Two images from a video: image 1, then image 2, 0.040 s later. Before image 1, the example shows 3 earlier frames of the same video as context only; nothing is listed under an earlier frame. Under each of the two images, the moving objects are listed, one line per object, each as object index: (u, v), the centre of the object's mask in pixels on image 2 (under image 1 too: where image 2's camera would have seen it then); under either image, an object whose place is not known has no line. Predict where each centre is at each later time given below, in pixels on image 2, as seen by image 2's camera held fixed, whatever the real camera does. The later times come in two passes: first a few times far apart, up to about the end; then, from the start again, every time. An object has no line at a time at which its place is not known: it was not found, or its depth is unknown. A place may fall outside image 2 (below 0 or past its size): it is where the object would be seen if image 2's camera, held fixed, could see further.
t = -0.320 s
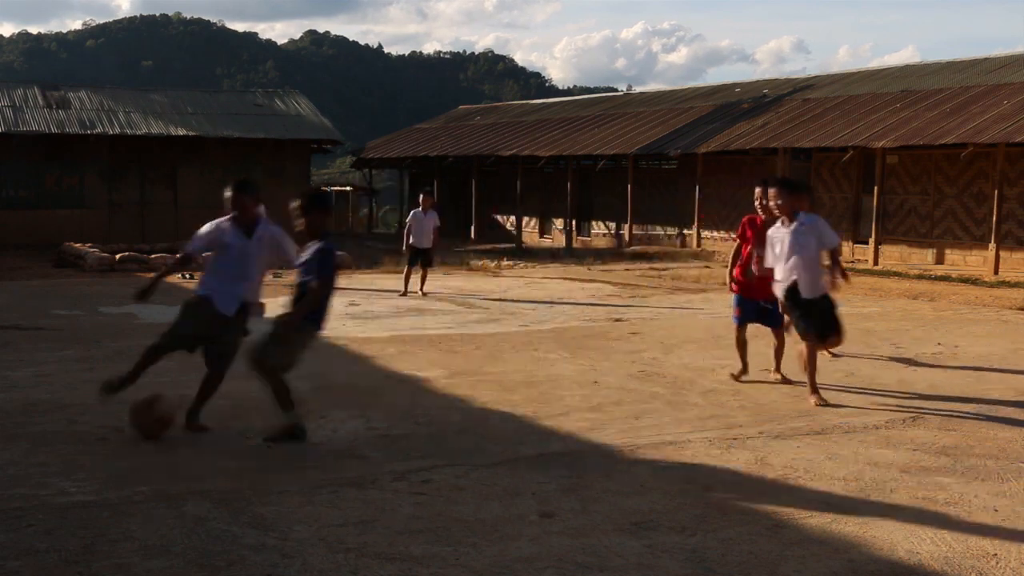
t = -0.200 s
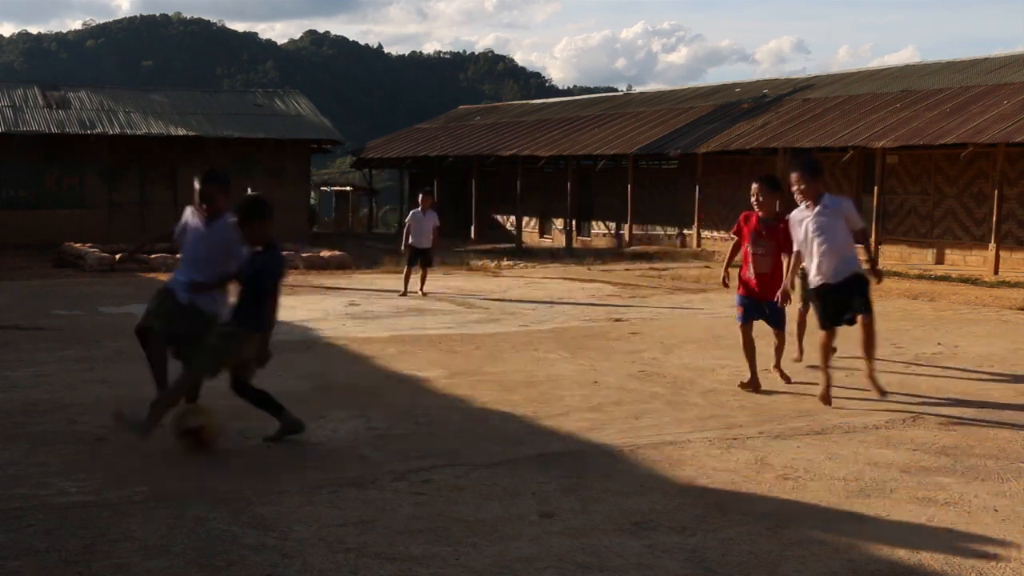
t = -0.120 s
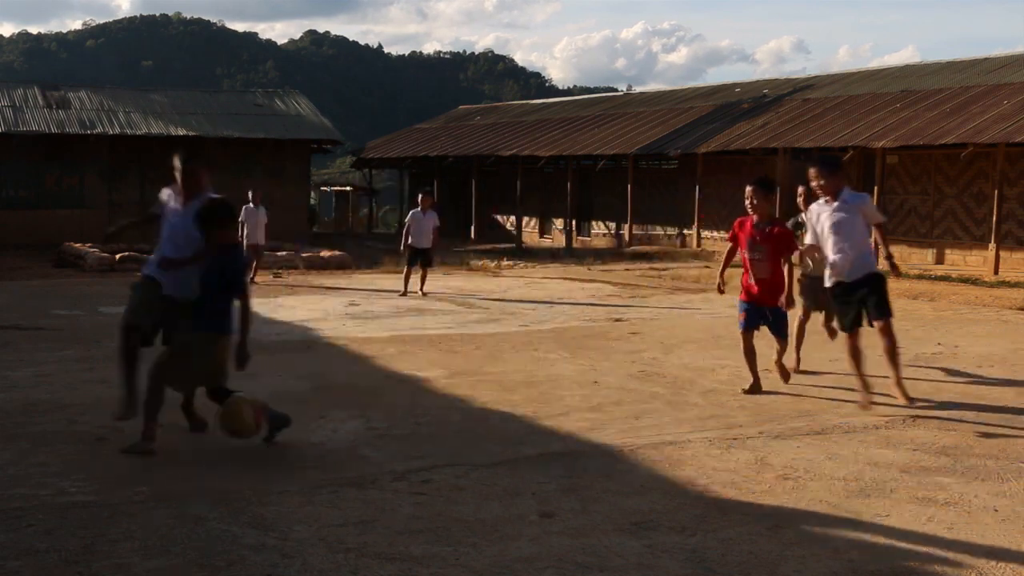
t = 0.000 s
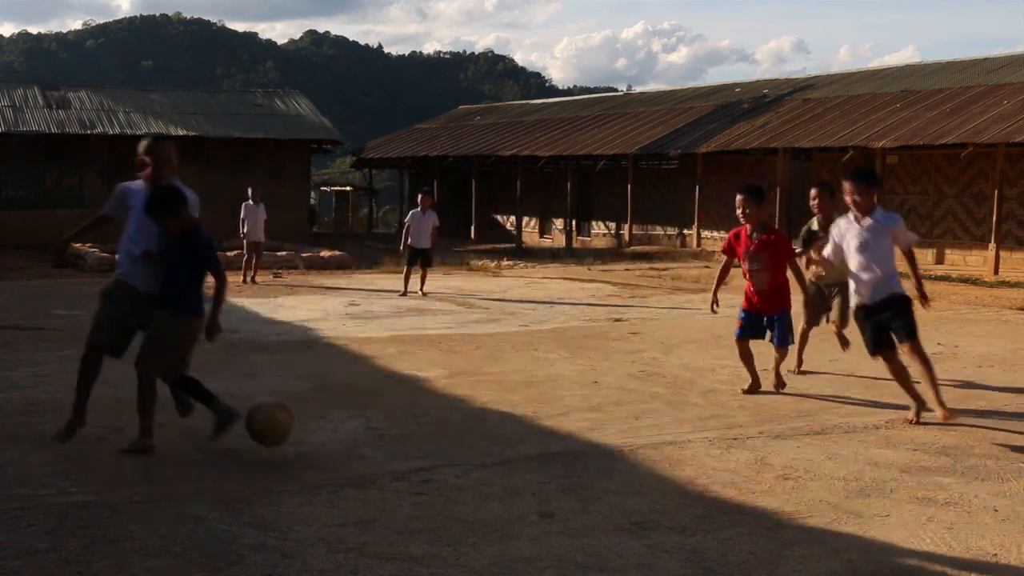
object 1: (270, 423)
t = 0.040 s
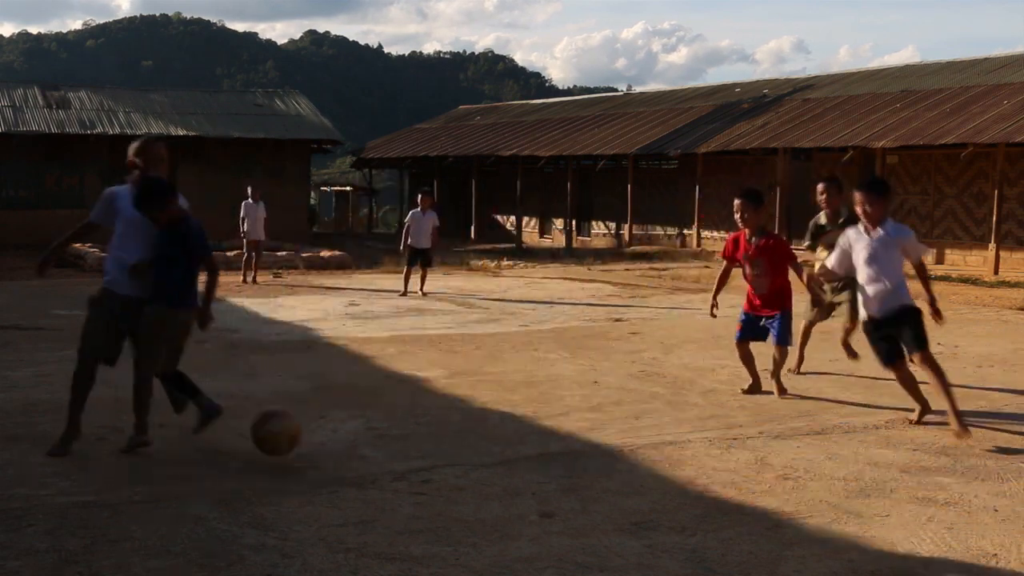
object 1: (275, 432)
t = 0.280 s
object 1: (358, 462)
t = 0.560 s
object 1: (482, 488)
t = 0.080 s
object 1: (281, 447)
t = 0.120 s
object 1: (294, 445)
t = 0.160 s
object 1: (309, 443)
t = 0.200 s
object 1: (325, 445)
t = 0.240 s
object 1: (341, 450)
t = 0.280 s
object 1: (358, 462)
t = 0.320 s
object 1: (375, 461)
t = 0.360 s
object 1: (390, 462)
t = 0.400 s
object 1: (409, 467)
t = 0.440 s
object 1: (427, 478)
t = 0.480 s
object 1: (445, 477)
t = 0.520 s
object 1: (463, 481)
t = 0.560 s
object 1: (482, 488)
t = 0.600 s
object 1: (502, 491)
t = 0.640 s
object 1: (522, 495)
